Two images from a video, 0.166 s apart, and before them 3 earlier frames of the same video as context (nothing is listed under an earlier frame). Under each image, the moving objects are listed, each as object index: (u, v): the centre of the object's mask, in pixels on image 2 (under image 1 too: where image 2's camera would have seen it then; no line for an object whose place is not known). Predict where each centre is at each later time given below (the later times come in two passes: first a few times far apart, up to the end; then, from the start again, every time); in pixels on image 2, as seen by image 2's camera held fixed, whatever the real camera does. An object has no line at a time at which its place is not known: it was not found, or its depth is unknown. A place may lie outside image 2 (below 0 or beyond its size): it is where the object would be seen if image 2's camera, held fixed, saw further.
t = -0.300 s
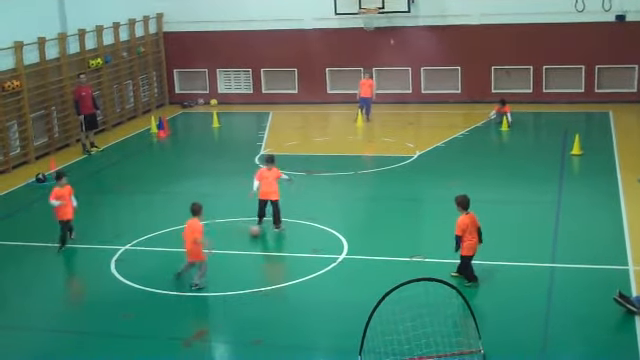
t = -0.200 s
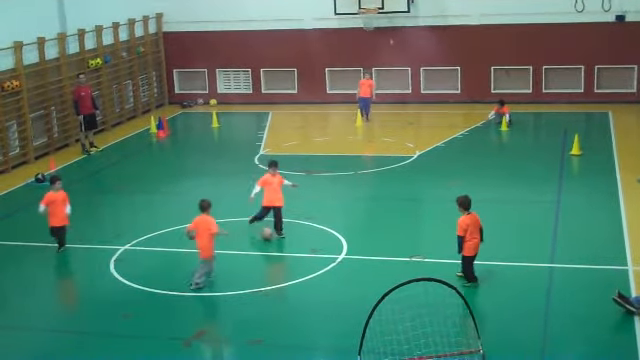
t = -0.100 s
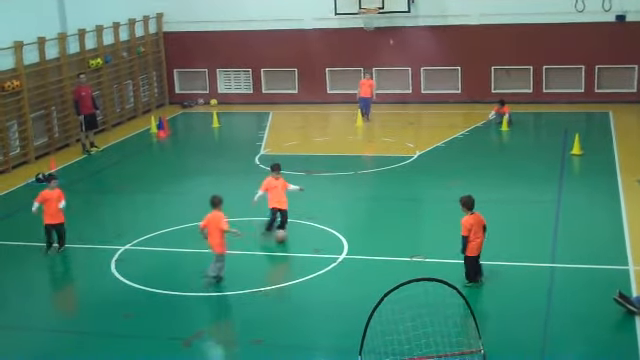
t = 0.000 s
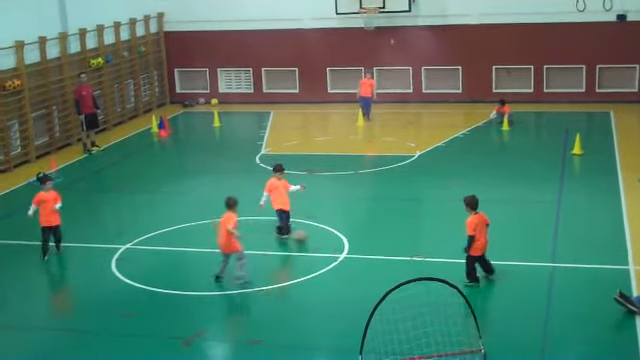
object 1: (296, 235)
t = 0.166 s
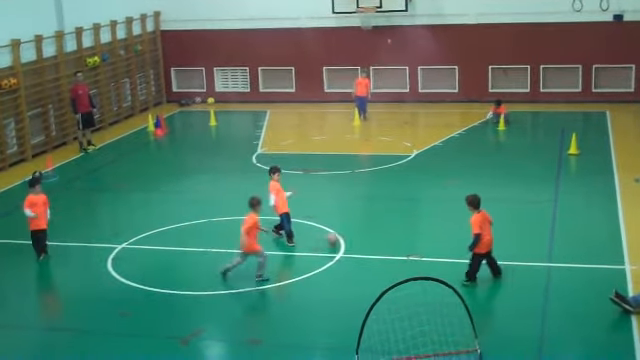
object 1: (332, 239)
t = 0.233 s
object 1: (347, 241)
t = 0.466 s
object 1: (394, 246)
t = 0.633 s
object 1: (427, 250)
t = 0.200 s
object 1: (340, 240)
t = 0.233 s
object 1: (347, 241)
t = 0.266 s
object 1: (353, 242)
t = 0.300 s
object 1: (359, 243)
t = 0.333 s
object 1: (365, 243)
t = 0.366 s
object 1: (373, 244)
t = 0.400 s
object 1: (380, 245)
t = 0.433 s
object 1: (387, 245)
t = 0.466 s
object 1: (394, 246)
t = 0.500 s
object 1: (400, 247)
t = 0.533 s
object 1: (407, 248)
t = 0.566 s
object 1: (414, 248)
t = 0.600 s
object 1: (420, 249)
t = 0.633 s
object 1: (427, 250)
